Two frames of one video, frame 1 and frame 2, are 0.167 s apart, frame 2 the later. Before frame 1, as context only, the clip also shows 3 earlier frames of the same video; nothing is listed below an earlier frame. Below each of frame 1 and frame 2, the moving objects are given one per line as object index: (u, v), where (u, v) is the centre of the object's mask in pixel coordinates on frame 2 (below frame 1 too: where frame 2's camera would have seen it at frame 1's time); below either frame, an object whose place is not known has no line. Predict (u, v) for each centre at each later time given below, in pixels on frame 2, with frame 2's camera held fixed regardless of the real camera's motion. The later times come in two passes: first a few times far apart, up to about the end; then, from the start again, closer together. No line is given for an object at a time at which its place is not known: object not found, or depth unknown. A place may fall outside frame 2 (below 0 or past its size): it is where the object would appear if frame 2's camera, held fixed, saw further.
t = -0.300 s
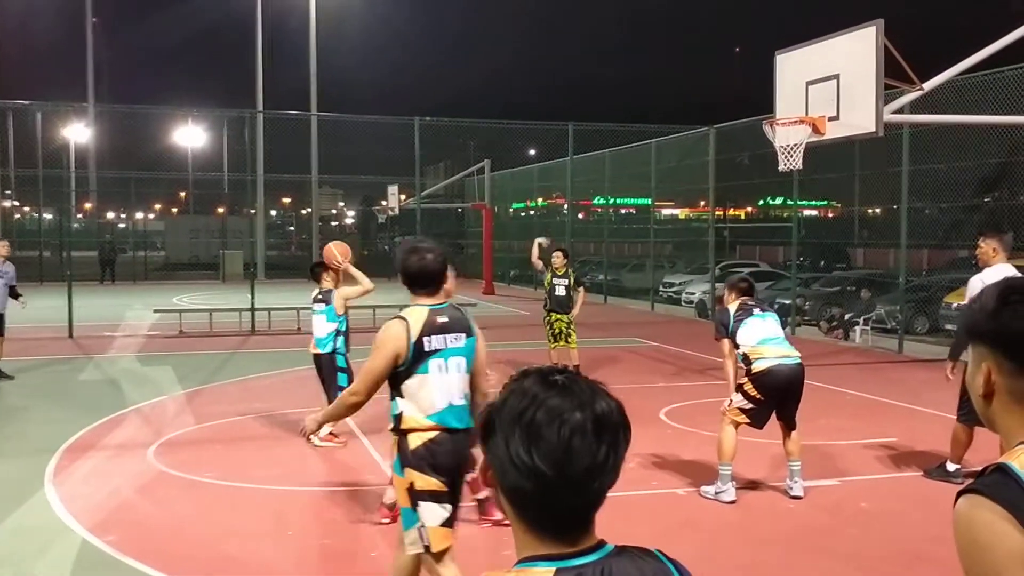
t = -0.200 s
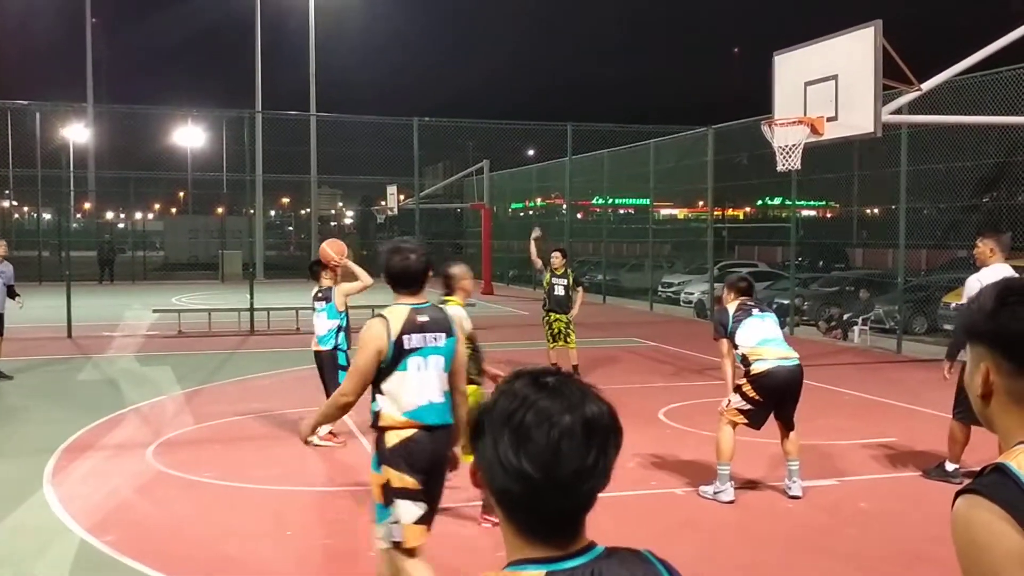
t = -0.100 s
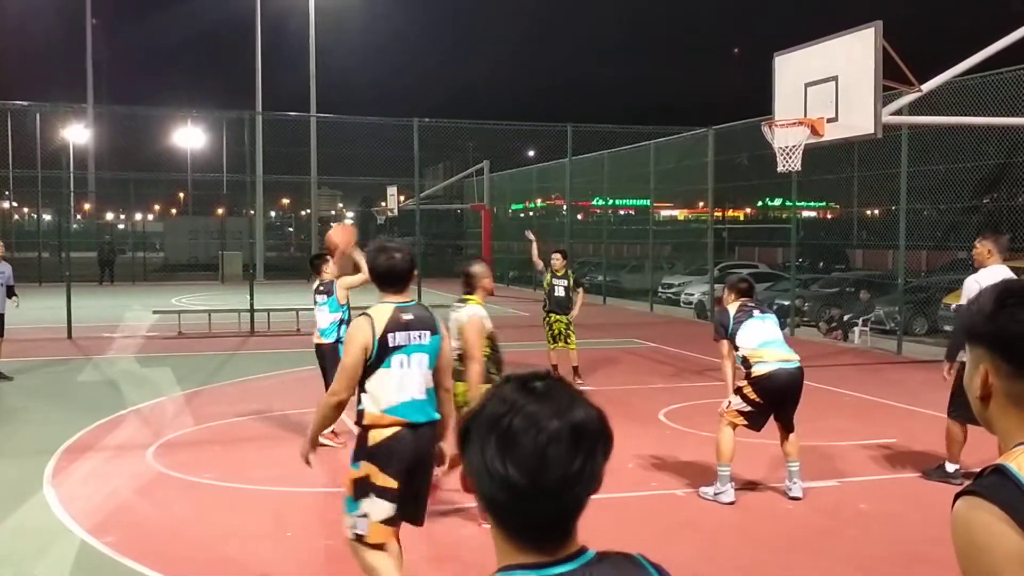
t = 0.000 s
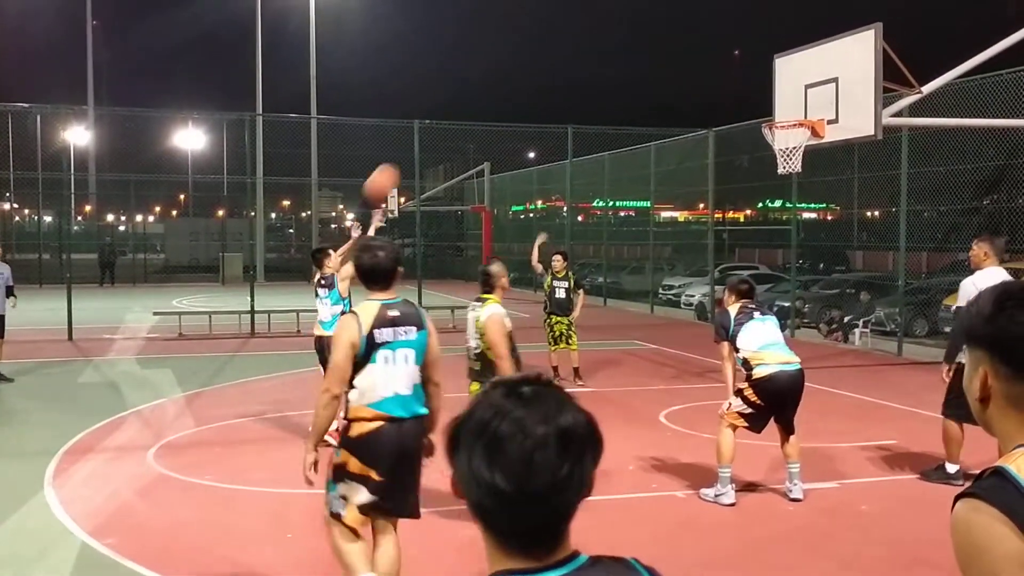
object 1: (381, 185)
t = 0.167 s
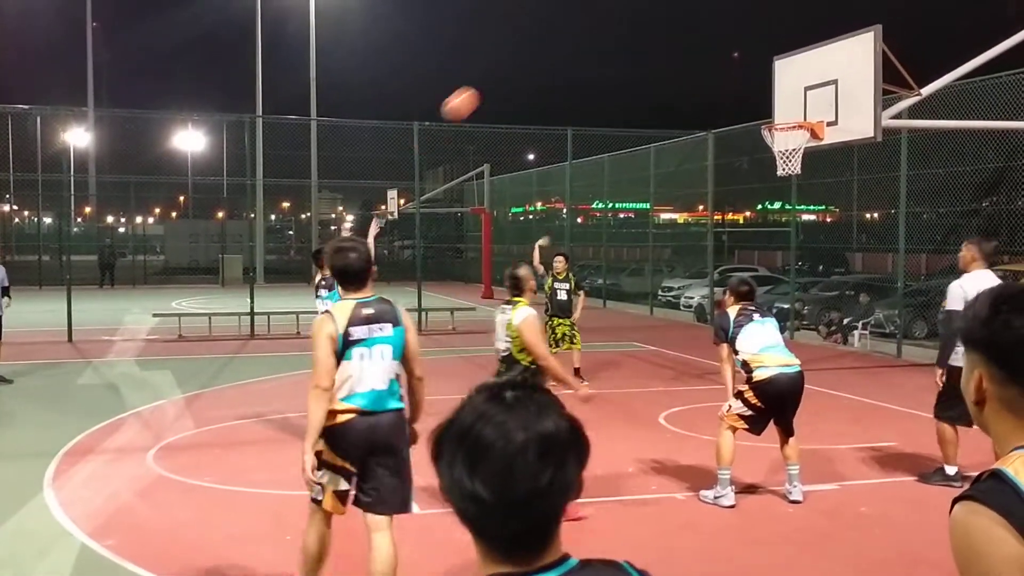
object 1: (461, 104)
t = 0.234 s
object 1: (491, 81)
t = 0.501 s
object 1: (610, 39)
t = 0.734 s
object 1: (707, 64)
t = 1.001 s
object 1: (809, 150)
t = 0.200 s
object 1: (476, 92)
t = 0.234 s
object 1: (491, 81)
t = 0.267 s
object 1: (507, 71)
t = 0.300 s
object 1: (522, 64)
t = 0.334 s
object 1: (536, 56)
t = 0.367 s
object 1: (551, 51)
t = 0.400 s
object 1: (567, 46)
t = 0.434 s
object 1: (581, 42)
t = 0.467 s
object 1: (596, 40)
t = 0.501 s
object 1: (610, 39)
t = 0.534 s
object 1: (624, 39)
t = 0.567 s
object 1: (639, 40)
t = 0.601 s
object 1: (653, 43)
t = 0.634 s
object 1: (666, 46)
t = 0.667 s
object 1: (681, 51)
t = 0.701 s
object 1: (694, 56)
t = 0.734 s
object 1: (707, 64)
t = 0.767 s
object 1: (721, 72)
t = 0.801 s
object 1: (735, 81)
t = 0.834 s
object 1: (747, 90)
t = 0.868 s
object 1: (759, 101)
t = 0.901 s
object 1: (770, 111)
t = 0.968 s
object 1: (803, 144)
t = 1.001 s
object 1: (809, 150)
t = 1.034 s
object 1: (809, 149)
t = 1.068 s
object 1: (810, 151)
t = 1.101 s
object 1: (809, 153)
